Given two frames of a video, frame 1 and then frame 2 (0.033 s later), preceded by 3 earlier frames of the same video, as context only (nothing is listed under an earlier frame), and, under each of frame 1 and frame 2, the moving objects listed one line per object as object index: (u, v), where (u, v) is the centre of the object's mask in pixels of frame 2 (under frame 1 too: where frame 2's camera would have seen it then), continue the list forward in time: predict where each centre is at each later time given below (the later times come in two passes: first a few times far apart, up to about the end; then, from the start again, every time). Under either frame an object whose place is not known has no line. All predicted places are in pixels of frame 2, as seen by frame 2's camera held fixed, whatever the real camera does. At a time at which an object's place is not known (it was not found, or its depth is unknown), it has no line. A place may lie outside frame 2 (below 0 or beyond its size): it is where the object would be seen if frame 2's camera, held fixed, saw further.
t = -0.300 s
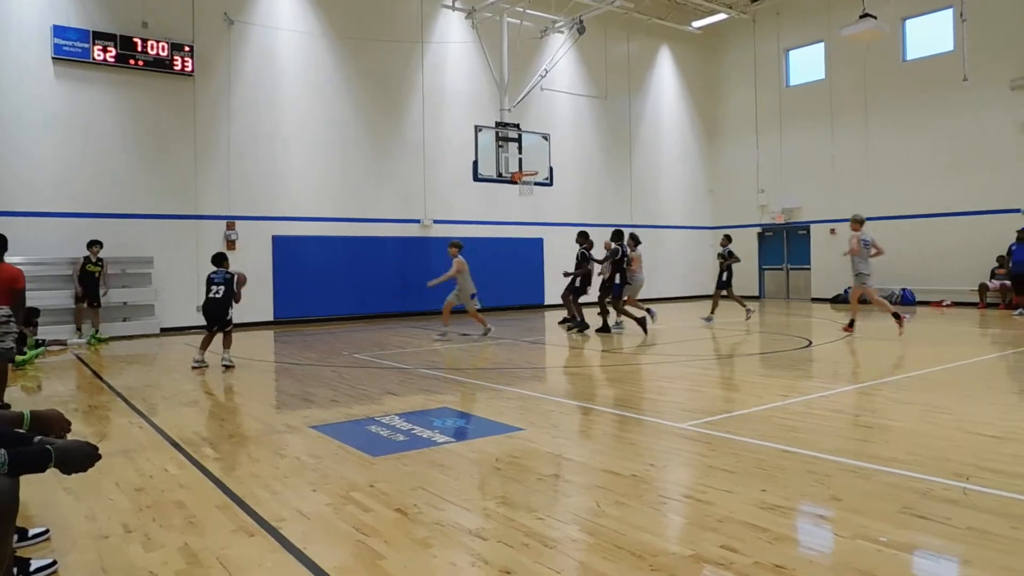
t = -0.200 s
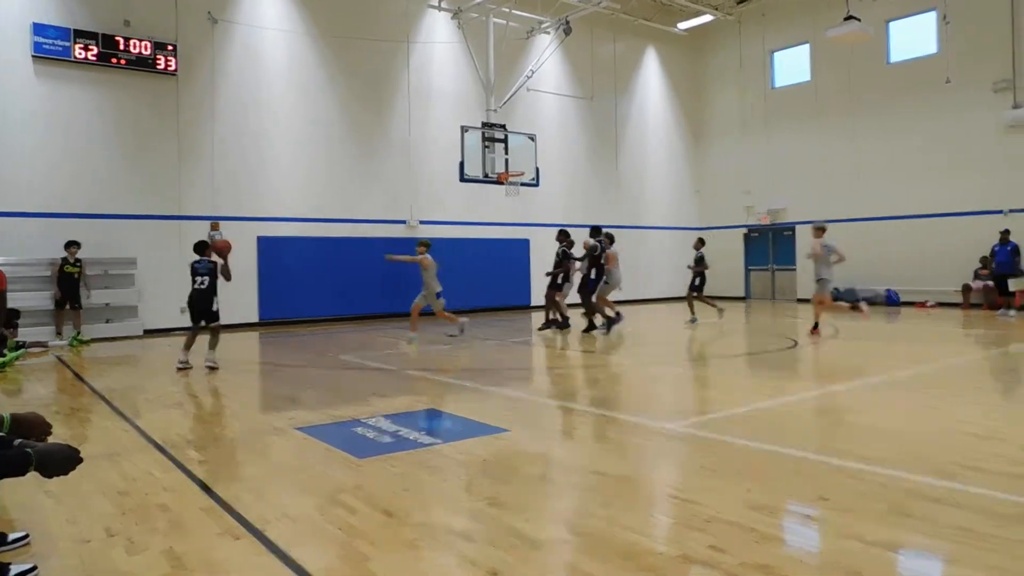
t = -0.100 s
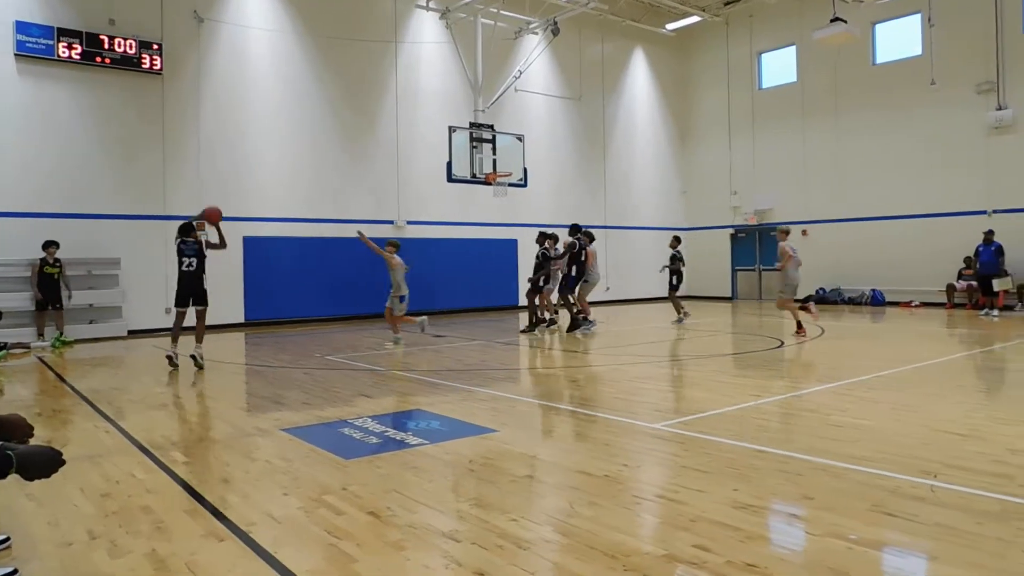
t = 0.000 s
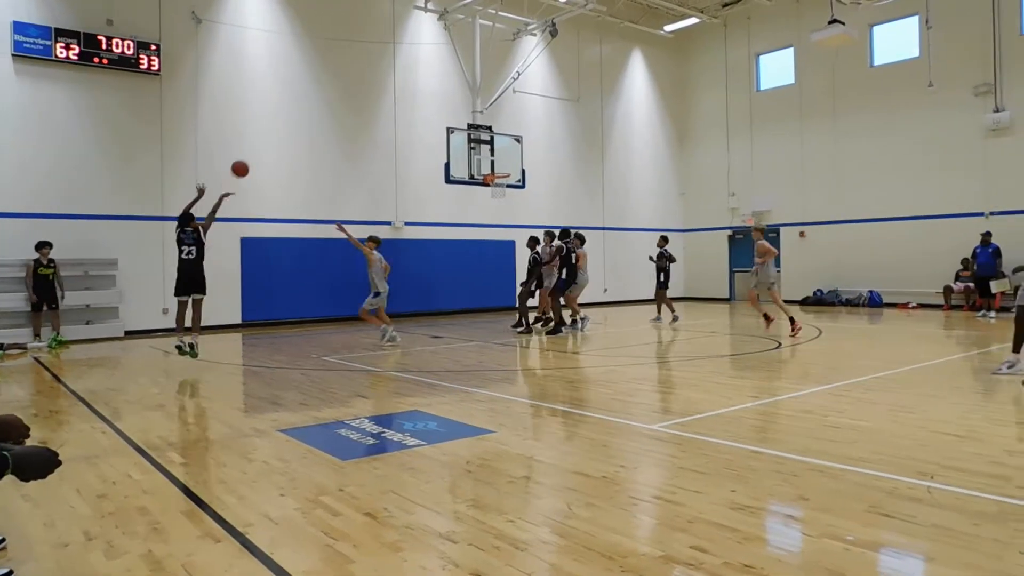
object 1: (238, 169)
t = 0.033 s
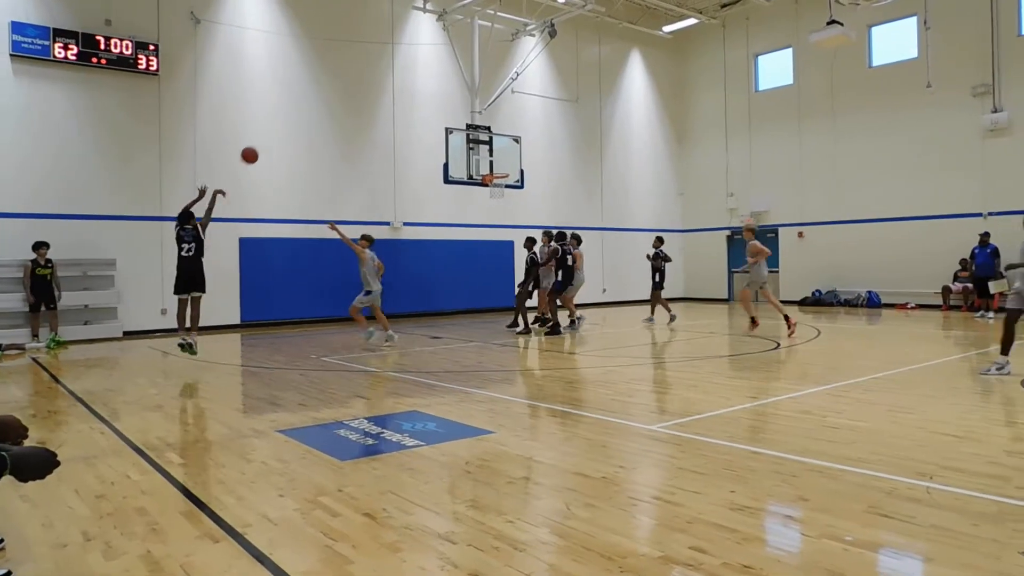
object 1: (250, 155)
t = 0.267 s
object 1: (319, 91)
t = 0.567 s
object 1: (390, 72)
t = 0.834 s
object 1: (441, 96)
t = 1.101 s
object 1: (483, 151)
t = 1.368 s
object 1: (517, 135)
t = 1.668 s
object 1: (555, 110)
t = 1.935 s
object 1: (590, 127)
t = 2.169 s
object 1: (621, 170)
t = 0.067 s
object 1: (260, 143)
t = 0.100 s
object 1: (271, 132)
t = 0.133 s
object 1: (281, 121)
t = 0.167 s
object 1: (291, 112)
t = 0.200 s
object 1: (301, 104)
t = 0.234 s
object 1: (310, 97)
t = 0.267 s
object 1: (319, 91)
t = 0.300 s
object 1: (328, 85)
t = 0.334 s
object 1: (337, 81)
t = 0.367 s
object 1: (345, 78)
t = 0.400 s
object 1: (353, 75)
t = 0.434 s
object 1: (361, 73)
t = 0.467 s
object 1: (368, 71)
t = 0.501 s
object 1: (376, 70)
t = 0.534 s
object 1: (383, 71)
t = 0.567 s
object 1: (390, 72)
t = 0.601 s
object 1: (397, 72)
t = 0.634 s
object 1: (404, 74)
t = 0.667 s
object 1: (410, 76)
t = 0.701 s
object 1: (417, 79)
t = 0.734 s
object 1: (423, 83)
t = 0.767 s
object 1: (429, 86)
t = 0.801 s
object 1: (435, 91)
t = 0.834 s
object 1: (441, 96)
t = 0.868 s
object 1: (446, 102)
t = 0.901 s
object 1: (452, 107)
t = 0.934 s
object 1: (458, 113)
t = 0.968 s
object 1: (463, 120)
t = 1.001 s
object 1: (468, 127)
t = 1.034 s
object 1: (473, 136)
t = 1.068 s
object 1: (478, 143)
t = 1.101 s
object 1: (483, 151)
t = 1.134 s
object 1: (488, 160)
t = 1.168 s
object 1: (493, 169)
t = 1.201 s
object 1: (496, 168)
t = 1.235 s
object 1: (501, 160)
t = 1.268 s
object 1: (505, 153)
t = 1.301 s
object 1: (509, 147)
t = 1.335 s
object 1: (513, 141)
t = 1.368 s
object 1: (517, 135)
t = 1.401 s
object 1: (521, 130)
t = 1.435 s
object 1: (525, 126)
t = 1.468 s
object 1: (529, 122)
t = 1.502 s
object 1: (534, 119)
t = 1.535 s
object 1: (538, 116)
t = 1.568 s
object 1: (542, 114)
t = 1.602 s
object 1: (546, 112)
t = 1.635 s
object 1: (550, 111)
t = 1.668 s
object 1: (555, 110)
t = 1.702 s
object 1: (559, 111)
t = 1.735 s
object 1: (563, 111)
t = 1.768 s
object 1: (568, 113)
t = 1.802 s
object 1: (572, 114)
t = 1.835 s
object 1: (576, 117)
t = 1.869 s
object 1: (581, 119)
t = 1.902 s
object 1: (585, 123)
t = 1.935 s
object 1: (590, 127)
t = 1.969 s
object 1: (594, 131)
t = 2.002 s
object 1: (599, 136)
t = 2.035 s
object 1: (603, 142)
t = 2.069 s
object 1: (608, 148)
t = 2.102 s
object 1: (612, 155)
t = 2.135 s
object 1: (617, 162)
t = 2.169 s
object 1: (621, 170)
